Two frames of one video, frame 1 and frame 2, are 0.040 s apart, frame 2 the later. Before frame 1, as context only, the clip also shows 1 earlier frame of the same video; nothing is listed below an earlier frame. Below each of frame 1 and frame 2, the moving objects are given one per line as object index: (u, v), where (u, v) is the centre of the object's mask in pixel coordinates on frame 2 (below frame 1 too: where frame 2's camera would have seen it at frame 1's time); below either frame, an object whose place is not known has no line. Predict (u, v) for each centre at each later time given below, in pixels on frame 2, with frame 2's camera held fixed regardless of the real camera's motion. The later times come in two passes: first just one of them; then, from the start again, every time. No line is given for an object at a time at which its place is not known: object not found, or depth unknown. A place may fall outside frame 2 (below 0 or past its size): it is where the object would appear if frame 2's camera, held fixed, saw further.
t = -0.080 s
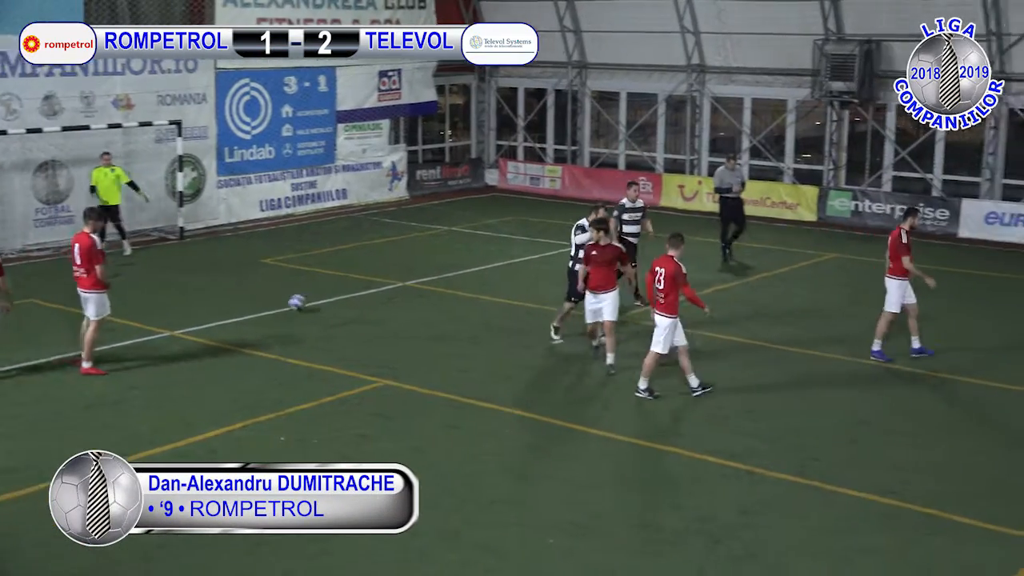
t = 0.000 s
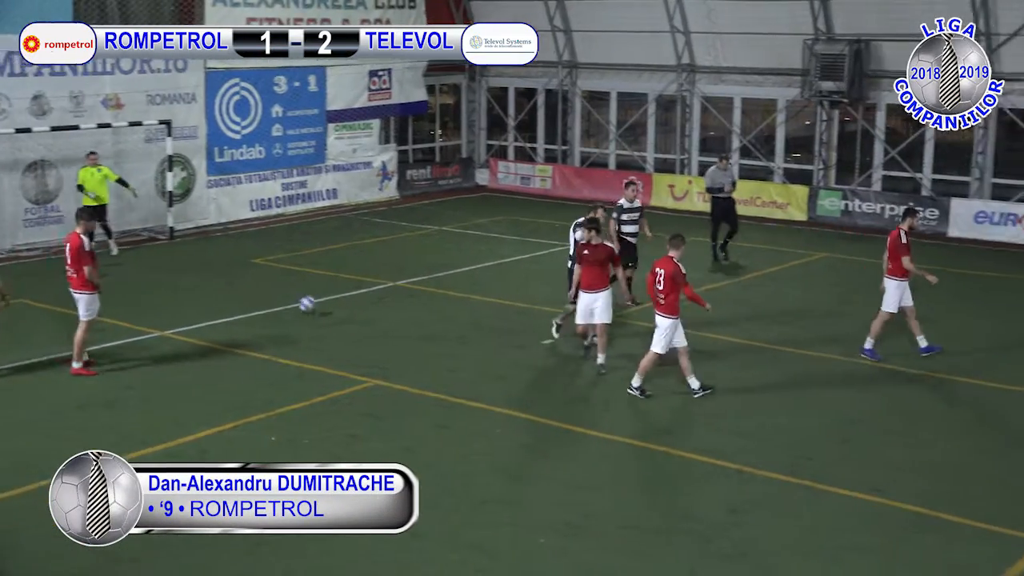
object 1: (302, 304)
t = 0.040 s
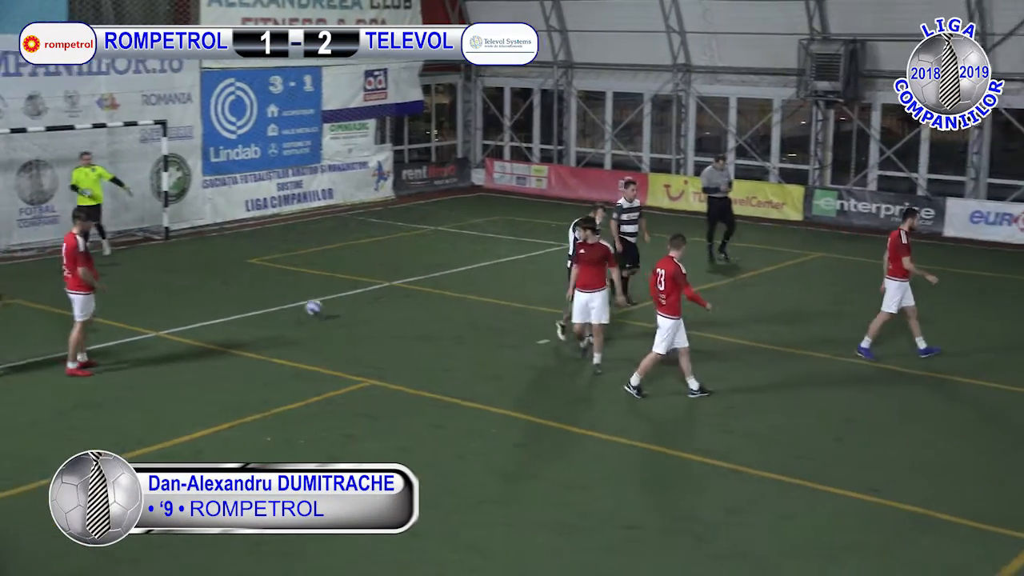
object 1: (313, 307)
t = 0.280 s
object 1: (373, 323)
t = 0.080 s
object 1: (323, 311)
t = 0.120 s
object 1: (333, 316)
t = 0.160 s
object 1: (343, 316)
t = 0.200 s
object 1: (352, 317)
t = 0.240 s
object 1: (363, 319)
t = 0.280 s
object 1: (373, 323)
